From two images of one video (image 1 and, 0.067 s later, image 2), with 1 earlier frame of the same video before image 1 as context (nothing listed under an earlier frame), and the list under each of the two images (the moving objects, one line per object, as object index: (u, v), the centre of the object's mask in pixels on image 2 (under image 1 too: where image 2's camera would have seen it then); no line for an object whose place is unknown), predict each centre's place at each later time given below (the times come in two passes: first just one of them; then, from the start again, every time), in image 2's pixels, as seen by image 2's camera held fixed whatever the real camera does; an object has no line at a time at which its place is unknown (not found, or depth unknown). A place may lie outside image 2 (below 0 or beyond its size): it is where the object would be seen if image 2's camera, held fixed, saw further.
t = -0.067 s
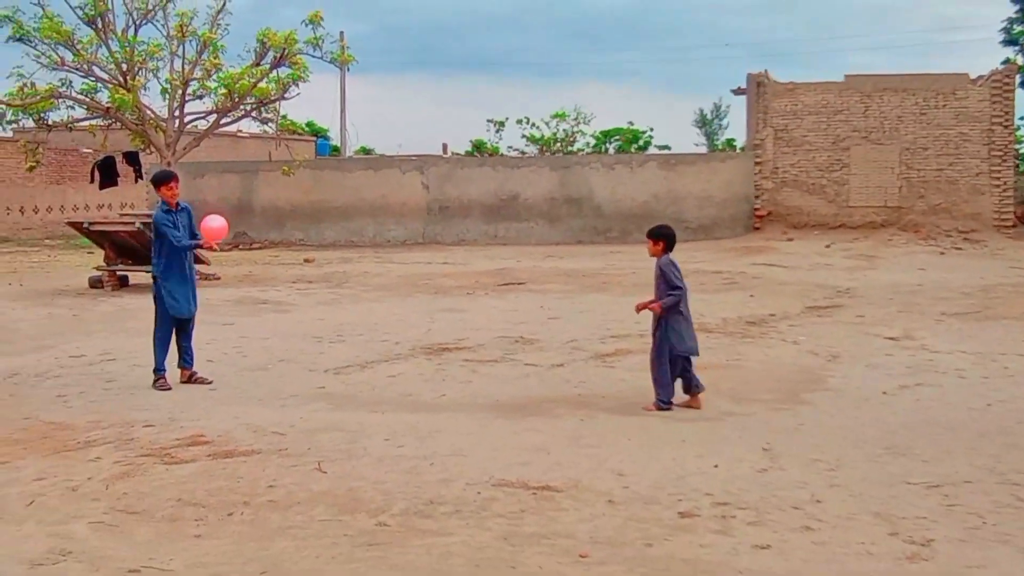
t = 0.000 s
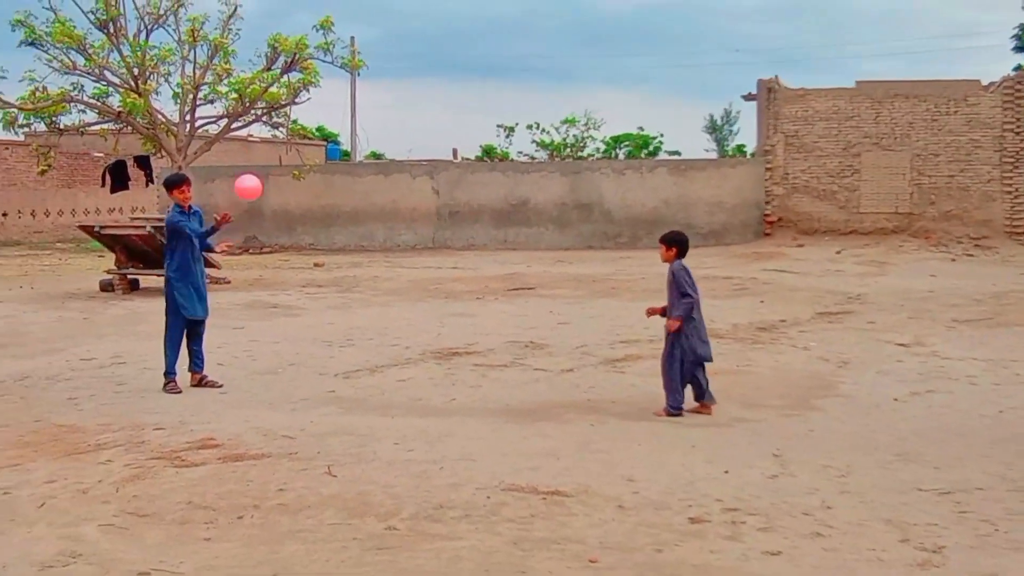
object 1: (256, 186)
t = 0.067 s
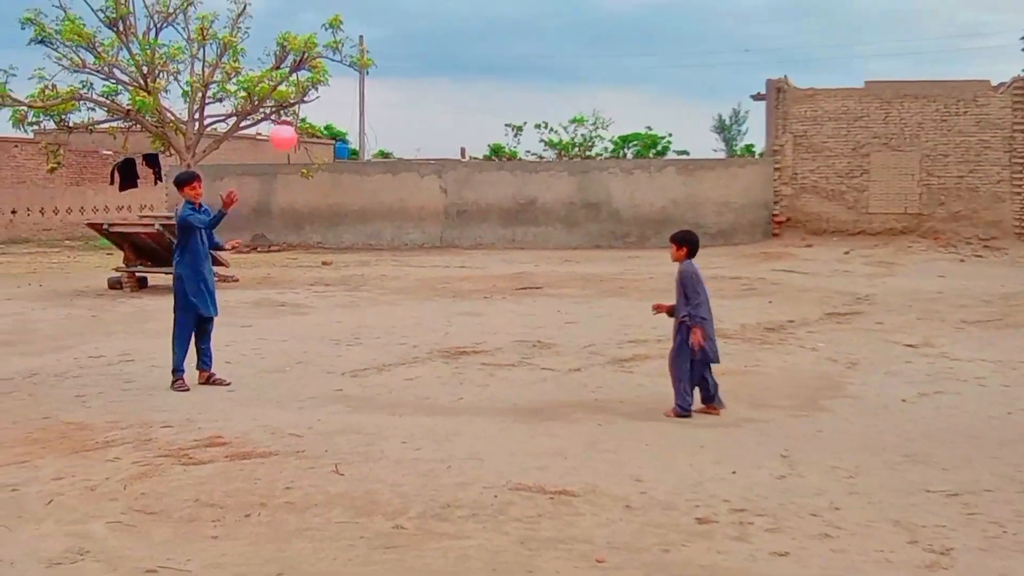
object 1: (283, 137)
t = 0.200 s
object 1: (342, 56)
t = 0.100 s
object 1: (297, 115)
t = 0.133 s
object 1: (312, 94)
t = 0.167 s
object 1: (326, 75)
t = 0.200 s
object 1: (342, 56)
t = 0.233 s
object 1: (357, 40)
